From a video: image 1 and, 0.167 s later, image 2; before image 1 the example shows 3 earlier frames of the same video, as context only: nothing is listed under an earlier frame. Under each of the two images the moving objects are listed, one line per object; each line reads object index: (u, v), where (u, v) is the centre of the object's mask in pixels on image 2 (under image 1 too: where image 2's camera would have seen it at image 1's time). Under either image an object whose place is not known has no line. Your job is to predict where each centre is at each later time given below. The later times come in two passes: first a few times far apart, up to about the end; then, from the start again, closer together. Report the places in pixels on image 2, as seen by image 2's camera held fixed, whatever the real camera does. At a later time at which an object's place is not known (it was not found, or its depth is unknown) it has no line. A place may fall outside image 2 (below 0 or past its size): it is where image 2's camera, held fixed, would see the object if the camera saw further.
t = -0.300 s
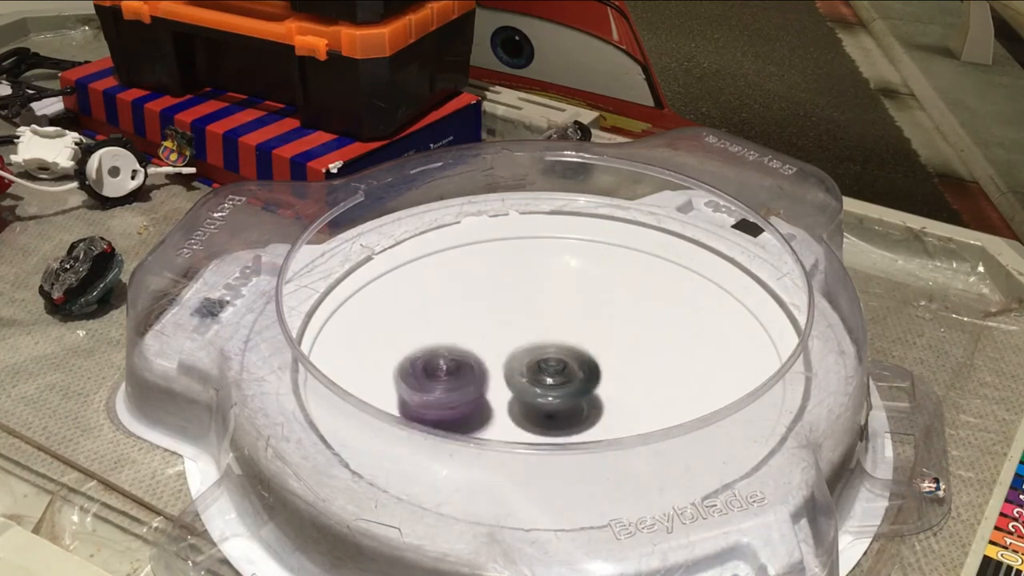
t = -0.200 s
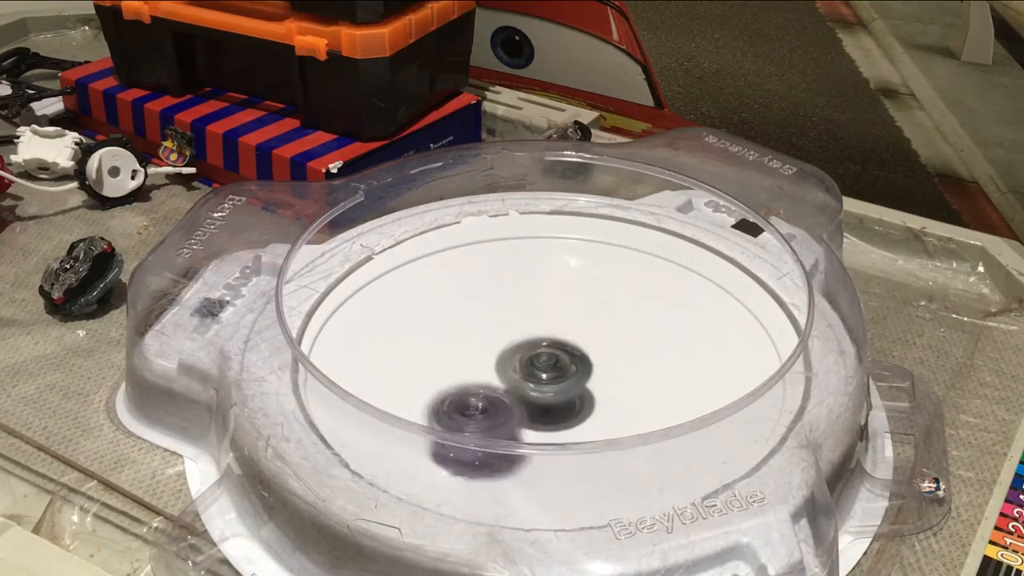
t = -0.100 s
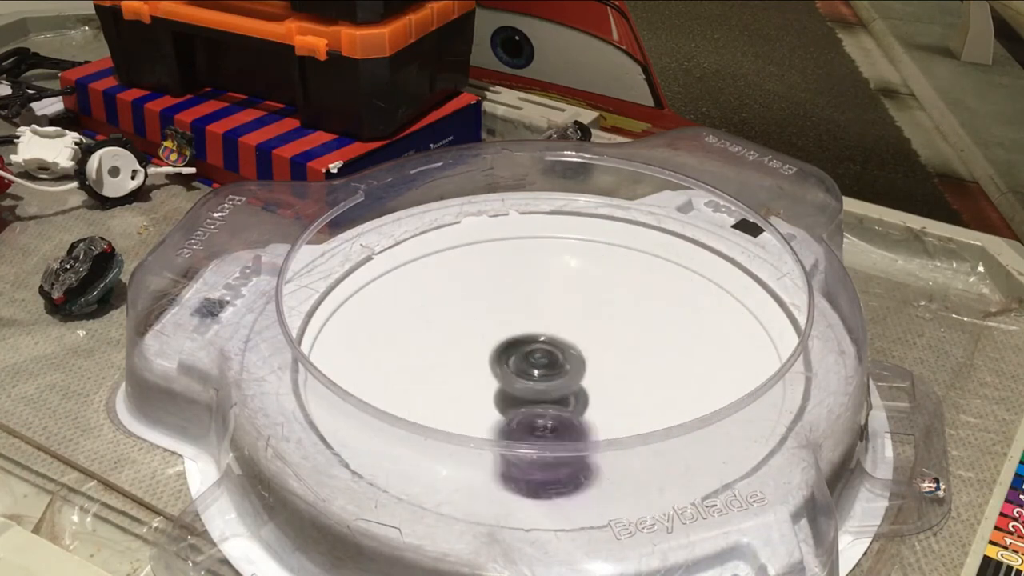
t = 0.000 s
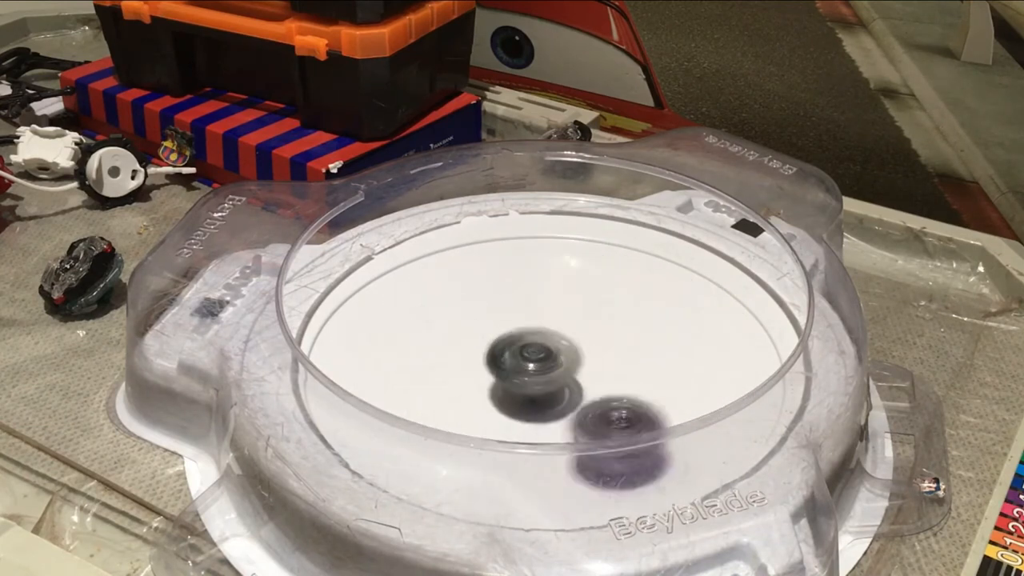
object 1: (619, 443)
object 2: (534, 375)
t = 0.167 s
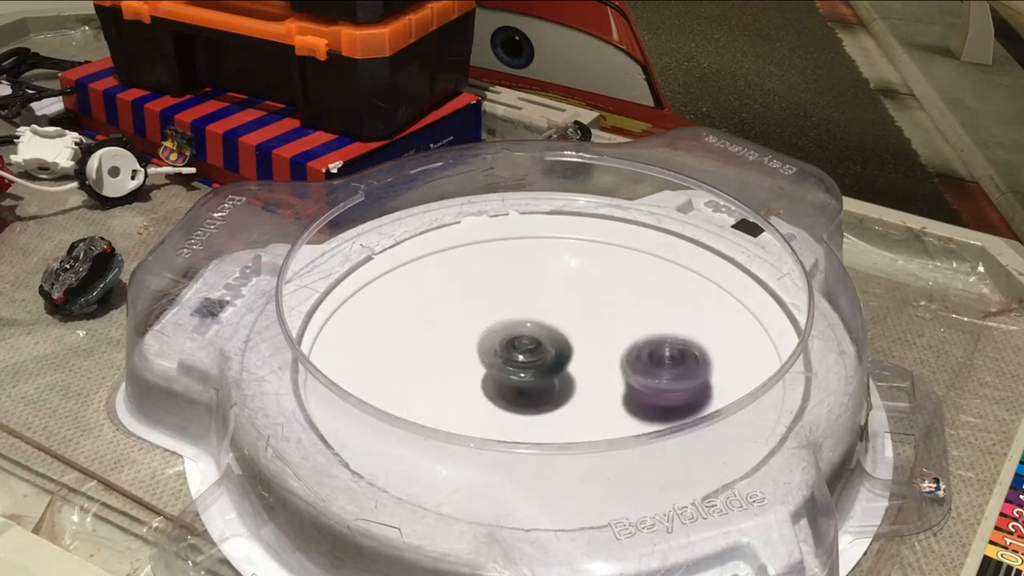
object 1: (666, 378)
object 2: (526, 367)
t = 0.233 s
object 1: (649, 351)
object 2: (524, 365)
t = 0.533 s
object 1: (501, 275)
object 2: (499, 394)
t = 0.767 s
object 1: (413, 332)
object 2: (528, 409)
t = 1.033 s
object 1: (485, 387)
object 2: (708, 399)
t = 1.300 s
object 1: (568, 328)
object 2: (698, 374)
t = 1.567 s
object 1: (480, 315)
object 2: (598, 392)
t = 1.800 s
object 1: (508, 364)
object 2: (591, 402)
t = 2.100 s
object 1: (563, 308)
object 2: (629, 414)
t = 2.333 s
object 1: (530, 344)
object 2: (577, 423)
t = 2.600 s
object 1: (603, 324)
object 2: (523, 403)
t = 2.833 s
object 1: (559, 314)
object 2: (487, 382)
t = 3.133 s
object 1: (577, 292)
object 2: (449, 384)
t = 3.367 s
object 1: (605, 356)
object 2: (497, 379)
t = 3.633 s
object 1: (669, 382)
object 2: (538, 398)
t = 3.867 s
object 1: (620, 381)
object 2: (545, 418)
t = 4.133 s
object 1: (614, 361)
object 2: (395, 429)
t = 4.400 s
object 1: (538, 379)
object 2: (459, 394)
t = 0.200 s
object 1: (659, 364)
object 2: (524, 366)
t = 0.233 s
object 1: (649, 351)
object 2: (524, 365)
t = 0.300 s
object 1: (617, 329)
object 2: (524, 364)
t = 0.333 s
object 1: (600, 321)
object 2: (525, 364)
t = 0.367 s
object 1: (582, 311)
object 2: (526, 363)
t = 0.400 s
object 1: (565, 301)
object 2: (518, 368)
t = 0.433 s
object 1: (549, 294)
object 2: (510, 377)
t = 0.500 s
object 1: (517, 276)
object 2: (501, 389)
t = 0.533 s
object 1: (501, 275)
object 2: (499, 394)
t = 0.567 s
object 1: (484, 277)
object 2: (499, 398)
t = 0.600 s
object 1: (468, 277)
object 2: (501, 402)
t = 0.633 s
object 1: (451, 284)
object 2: (505, 405)
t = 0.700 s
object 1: (422, 303)
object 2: (516, 408)
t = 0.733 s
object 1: (414, 316)
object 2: (521, 417)
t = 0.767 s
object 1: (413, 332)
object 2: (528, 409)
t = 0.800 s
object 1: (418, 346)
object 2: (534, 409)
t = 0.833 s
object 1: (429, 364)
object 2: (542, 408)
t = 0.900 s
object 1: (466, 393)
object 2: (560, 405)
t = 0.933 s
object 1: (464, 392)
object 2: (603, 405)
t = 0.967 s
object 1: (462, 388)
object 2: (648, 407)
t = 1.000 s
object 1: (470, 388)
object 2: (681, 402)
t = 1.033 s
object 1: (485, 387)
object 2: (708, 399)
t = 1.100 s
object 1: (522, 383)
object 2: (727, 389)
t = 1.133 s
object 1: (538, 377)
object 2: (727, 387)
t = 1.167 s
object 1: (551, 368)
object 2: (725, 382)
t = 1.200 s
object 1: (559, 360)
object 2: (718, 379)
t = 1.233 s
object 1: (566, 347)
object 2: (710, 371)
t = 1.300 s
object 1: (568, 328)
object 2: (698, 374)
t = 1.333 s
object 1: (564, 317)
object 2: (689, 377)
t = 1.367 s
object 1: (556, 306)
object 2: (679, 382)
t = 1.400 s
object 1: (545, 301)
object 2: (668, 385)
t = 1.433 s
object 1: (532, 295)
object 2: (653, 387)
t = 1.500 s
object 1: (502, 297)
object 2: (626, 393)
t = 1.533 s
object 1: (489, 306)
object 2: (611, 392)
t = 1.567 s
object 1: (480, 315)
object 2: (598, 392)
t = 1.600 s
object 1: (476, 327)
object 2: (587, 392)
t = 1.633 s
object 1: (480, 344)
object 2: (576, 389)
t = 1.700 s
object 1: (486, 357)
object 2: (576, 392)
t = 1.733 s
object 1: (490, 362)
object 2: (577, 394)
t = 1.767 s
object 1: (497, 367)
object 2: (579, 397)
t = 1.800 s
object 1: (508, 364)
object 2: (591, 402)
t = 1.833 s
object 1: (521, 363)
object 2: (603, 404)
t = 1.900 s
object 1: (549, 360)
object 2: (620, 419)
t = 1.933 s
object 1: (560, 348)
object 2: (625, 423)
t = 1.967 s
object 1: (568, 339)
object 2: (630, 423)
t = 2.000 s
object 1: (571, 331)
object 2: (633, 426)
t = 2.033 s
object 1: (572, 322)
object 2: (635, 428)
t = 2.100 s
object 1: (563, 308)
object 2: (629, 414)
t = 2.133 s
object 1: (554, 304)
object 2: (625, 433)
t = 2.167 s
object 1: (545, 306)
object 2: (620, 436)
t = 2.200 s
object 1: (538, 309)
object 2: (612, 434)
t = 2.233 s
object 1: (531, 317)
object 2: (604, 434)
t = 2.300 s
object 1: (526, 332)
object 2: (585, 429)
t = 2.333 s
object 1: (530, 344)
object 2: (577, 423)
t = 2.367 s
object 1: (539, 349)
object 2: (570, 421)
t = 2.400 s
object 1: (550, 348)
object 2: (563, 416)
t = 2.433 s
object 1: (567, 348)
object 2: (553, 416)
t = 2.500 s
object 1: (590, 345)
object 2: (540, 409)
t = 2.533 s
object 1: (597, 339)
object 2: (535, 408)
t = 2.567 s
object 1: (603, 329)
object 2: (528, 405)
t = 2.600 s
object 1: (603, 324)
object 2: (523, 403)
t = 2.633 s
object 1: (600, 317)
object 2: (518, 399)
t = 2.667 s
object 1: (594, 312)
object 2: (514, 397)
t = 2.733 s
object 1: (571, 310)
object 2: (510, 386)
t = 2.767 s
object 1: (560, 313)
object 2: (510, 380)
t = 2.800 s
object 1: (553, 315)
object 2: (509, 376)
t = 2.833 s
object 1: (559, 314)
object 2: (487, 382)
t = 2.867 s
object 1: (568, 308)
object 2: (476, 389)
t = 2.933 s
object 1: (580, 295)
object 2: (466, 391)
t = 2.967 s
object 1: (584, 292)
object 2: (460, 390)
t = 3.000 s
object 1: (585, 286)
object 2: (457, 389)
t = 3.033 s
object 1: (583, 285)
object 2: (450, 389)
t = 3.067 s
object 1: (583, 285)
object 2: (449, 387)
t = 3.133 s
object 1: (577, 292)
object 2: (449, 384)
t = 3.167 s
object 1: (575, 300)
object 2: (452, 386)
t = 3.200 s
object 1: (576, 309)
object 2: (455, 383)
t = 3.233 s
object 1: (577, 320)
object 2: (462, 384)
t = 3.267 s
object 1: (582, 331)
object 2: (470, 381)
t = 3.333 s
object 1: (597, 352)
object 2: (488, 380)
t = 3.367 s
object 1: (605, 356)
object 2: (497, 379)
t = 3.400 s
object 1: (614, 362)
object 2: (502, 382)
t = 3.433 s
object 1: (624, 368)
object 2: (510, 381)
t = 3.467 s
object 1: (634, 370)
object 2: (514, 385)
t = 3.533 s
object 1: (653, 383)
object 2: (526, 388)
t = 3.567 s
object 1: (661, 383)
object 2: (530, 391)
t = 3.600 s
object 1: (666, 383)
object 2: (537, 392)
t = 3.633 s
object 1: (669, 382)
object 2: (538, 398)
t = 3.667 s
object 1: (669, 381)
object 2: (543, 398)
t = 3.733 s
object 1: (662, 380)
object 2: (548, 404)
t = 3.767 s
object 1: (655, 380)
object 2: (550, 406)
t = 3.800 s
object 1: (645, 380)
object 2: (549, 409)
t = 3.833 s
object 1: (632, 380)
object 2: (551, 414)
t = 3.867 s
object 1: (620, 381)
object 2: (545, 418)
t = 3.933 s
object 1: (621, 381)
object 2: (493, 434)
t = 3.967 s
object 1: (626, 371)
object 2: (464, 437)
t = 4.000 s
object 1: (627, 368)
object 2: (441, 439)
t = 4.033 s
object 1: (628, 365)
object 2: (418, 440)
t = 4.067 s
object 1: (625, 362)
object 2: (407, 436)
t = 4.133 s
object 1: (614, 361)
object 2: (395, 429)
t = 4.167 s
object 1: (607, 360)
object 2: (399, 428)
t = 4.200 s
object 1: (597, 360)
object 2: (406, 428)
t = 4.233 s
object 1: (586, 360)
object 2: (412, 426)
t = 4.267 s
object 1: (575, 362)
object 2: (423, 421)
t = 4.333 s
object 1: (554, 370)
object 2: (443, 396)
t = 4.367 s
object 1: (545, 374)
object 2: (452, 396)
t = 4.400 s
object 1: (538, 379)
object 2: (459, 394)
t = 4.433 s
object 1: (540, 382)
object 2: (459, 385)
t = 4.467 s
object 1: (554, 390)
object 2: (452, 379)
